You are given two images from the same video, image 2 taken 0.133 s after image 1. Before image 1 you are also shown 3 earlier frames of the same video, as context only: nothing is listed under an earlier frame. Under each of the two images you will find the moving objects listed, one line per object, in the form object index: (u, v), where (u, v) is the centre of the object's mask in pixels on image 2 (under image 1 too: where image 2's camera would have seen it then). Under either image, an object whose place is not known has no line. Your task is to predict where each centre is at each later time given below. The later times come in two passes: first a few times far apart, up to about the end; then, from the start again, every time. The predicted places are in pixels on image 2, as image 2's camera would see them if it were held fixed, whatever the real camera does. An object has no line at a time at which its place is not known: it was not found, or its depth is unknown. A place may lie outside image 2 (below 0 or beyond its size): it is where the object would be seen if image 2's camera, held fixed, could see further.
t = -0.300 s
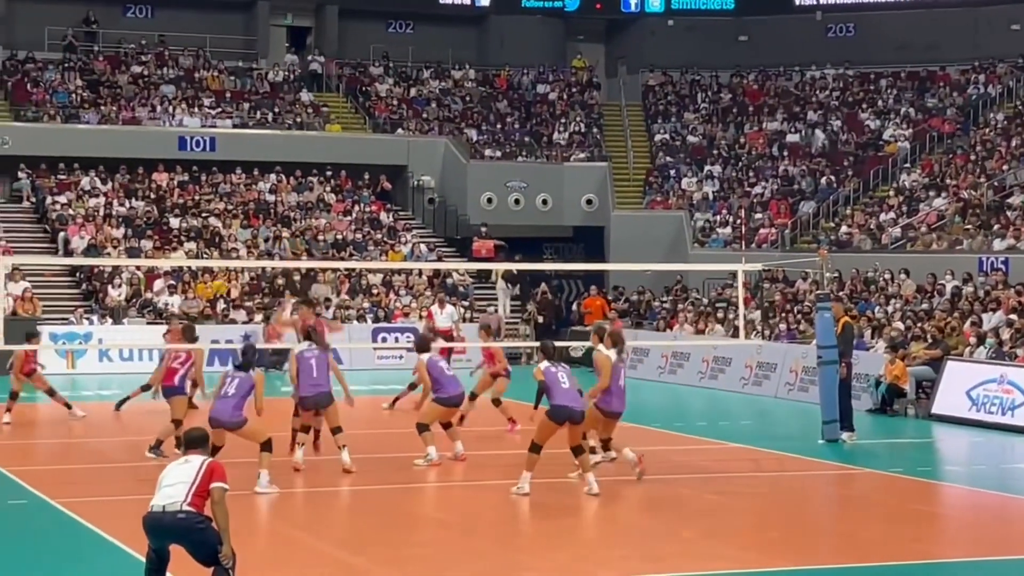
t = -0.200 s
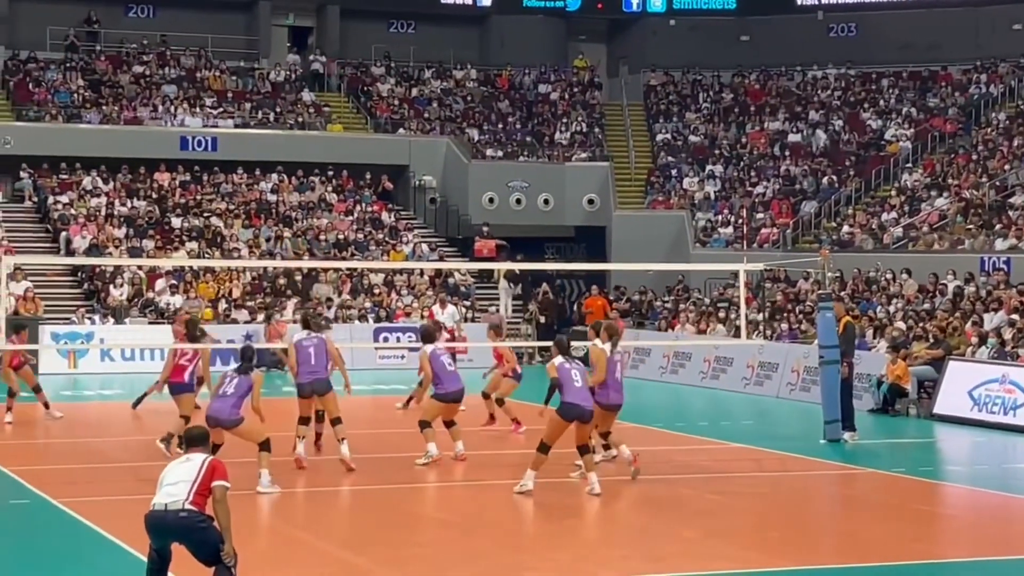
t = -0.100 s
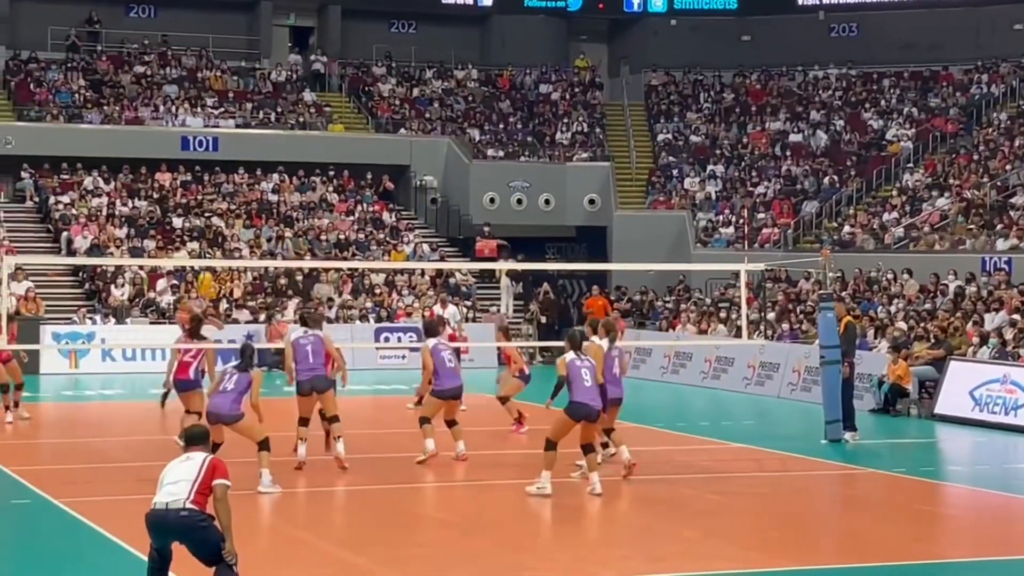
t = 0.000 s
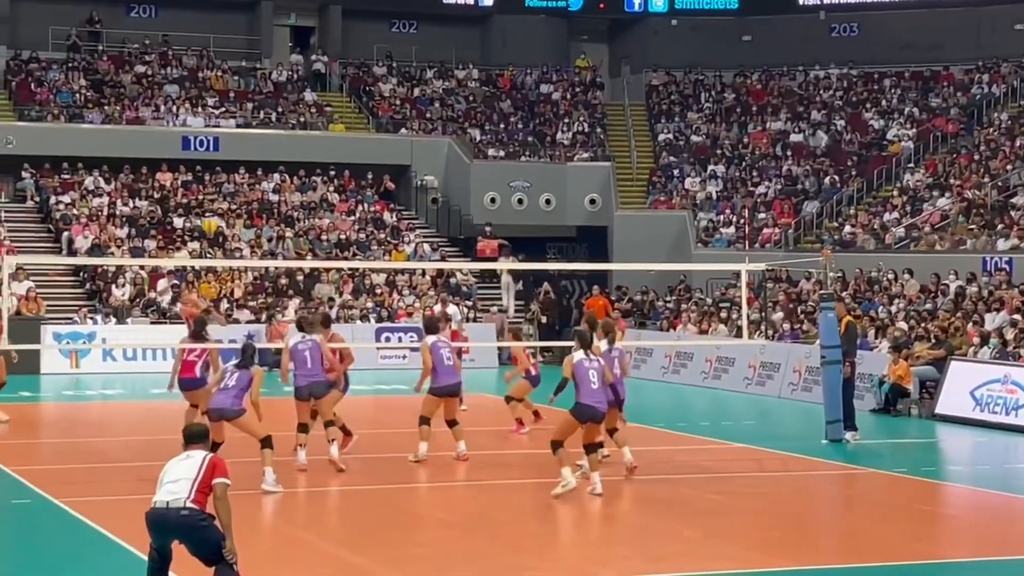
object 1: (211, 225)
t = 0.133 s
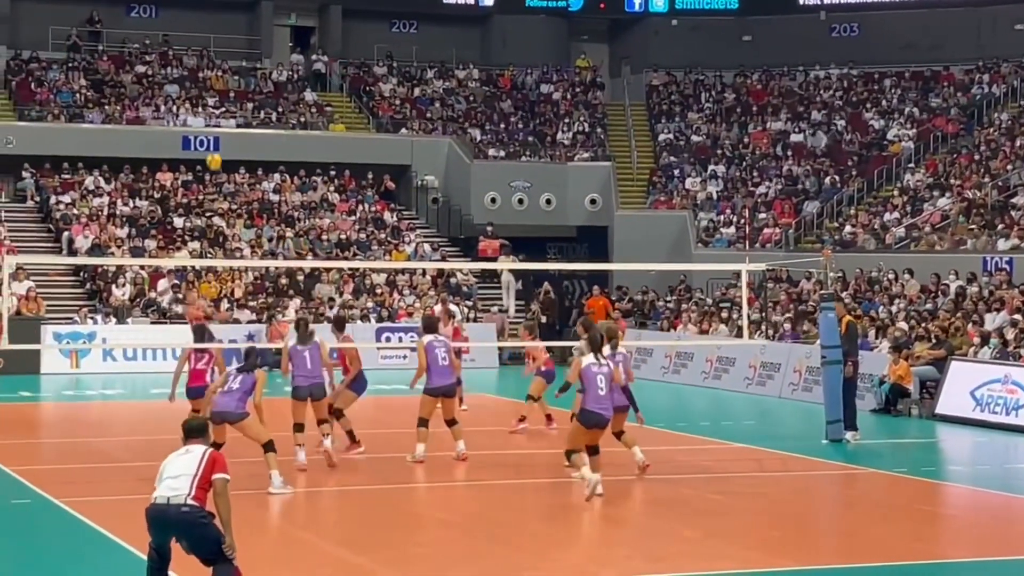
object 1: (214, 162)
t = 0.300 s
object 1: (220, 98)
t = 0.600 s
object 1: (230, 29)
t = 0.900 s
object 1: (240, 23)
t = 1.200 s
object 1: (251, 82)
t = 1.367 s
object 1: (257, 143)
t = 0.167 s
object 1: (216, 147)
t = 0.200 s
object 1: (216, 134)
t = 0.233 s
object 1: (217, 121)
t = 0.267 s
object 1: (218, 109)
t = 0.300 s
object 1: (220, 98)
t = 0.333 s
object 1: (221, 87)
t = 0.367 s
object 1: (221, 79)
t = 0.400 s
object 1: (223, 68)
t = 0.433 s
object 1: (225, 60)
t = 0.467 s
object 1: (225, 53)
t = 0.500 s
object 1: (227, 46)
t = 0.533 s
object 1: (228, 40)
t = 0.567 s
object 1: (229, 34)
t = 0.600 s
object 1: (230, 29)
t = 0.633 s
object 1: (231, 26)
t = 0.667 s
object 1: (232, 23)
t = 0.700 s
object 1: (234, 20)
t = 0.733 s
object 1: (235, 19)
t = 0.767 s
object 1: (236, 18)
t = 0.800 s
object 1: (237, 18)
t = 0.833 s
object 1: (238, 19)
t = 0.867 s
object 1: (239, 20)
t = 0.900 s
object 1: (240, 23)
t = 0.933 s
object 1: (242, 26)
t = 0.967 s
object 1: (243, 30)
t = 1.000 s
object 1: (244, 35)
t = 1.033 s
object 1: (245, 41)
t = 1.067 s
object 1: (246, 47)
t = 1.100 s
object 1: (247, 55)
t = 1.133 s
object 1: (249, 63)
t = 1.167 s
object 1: (250, 71)
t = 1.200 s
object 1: (251, 82)
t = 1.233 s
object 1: (252, 92)
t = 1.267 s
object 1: (253, 104)
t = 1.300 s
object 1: (255, 115)
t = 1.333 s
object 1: (257, 129)
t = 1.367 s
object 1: (257, 143)
